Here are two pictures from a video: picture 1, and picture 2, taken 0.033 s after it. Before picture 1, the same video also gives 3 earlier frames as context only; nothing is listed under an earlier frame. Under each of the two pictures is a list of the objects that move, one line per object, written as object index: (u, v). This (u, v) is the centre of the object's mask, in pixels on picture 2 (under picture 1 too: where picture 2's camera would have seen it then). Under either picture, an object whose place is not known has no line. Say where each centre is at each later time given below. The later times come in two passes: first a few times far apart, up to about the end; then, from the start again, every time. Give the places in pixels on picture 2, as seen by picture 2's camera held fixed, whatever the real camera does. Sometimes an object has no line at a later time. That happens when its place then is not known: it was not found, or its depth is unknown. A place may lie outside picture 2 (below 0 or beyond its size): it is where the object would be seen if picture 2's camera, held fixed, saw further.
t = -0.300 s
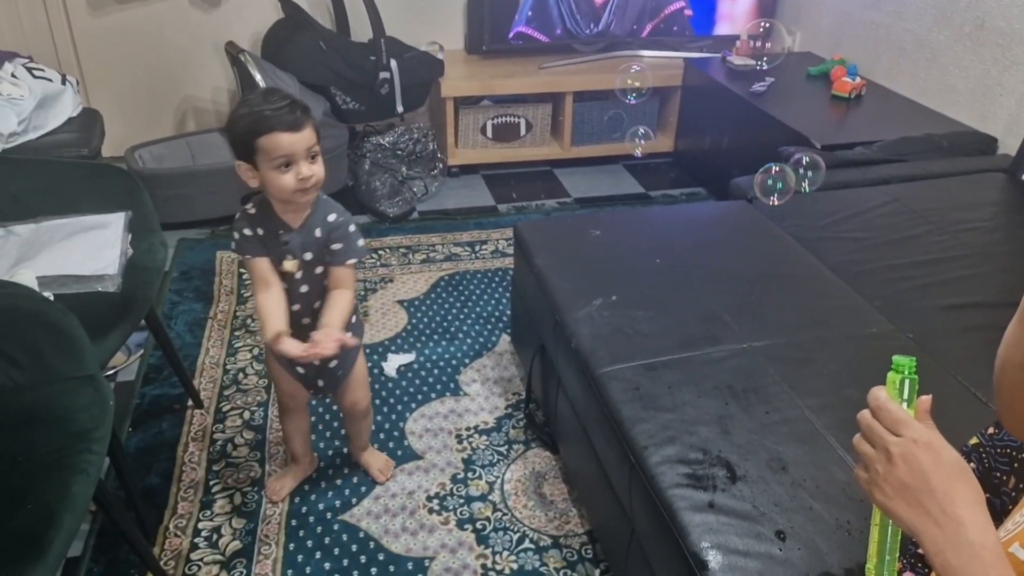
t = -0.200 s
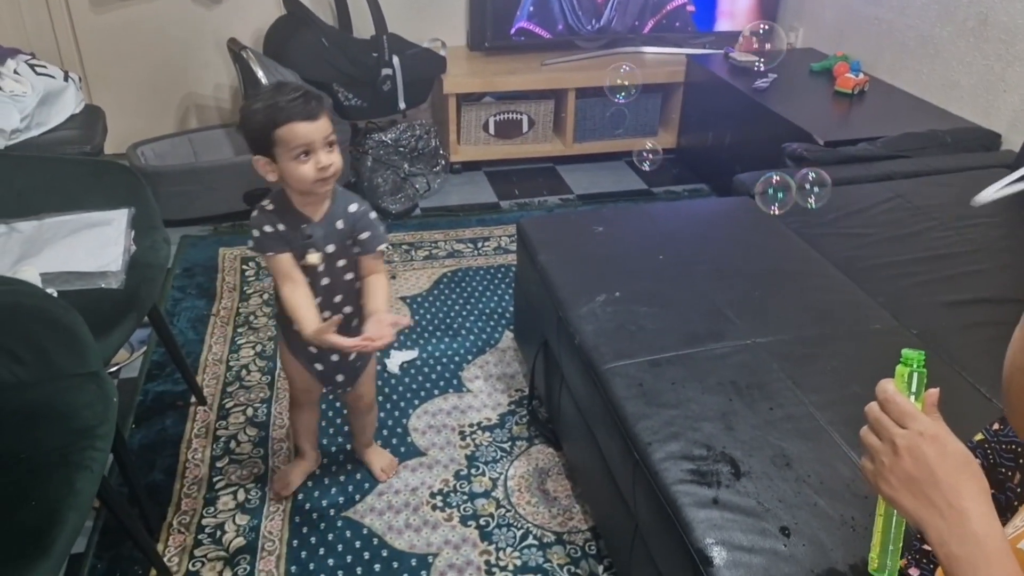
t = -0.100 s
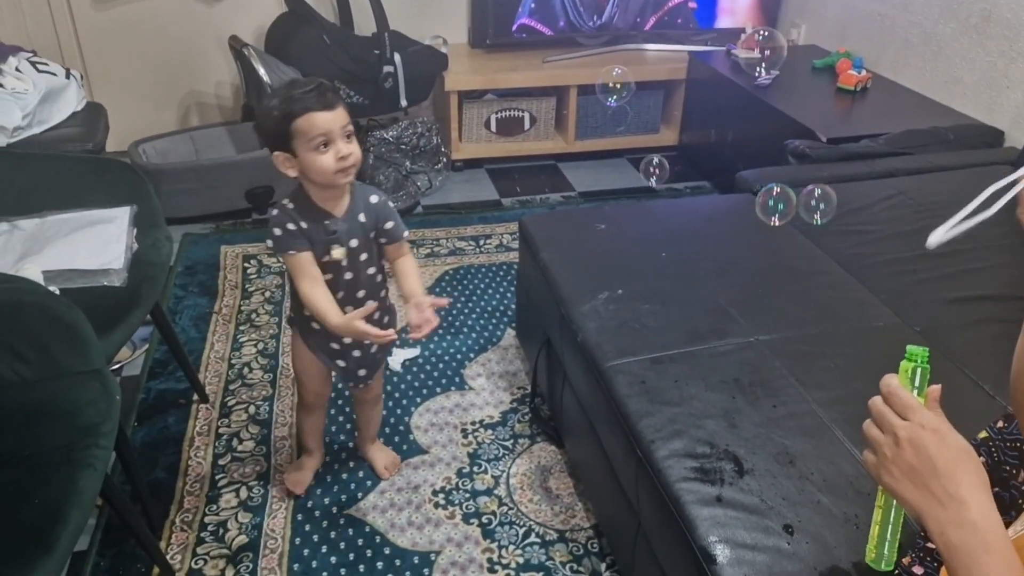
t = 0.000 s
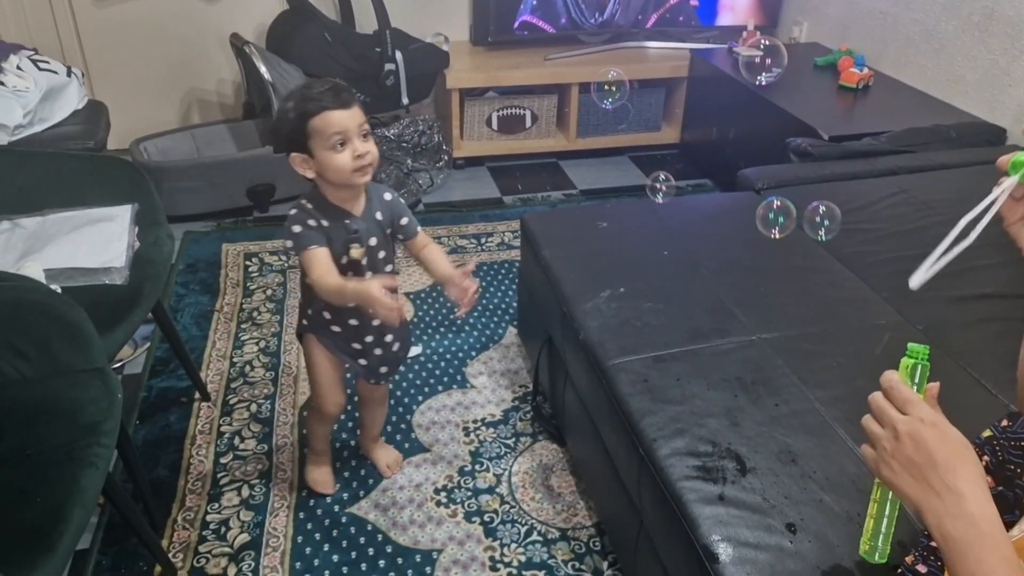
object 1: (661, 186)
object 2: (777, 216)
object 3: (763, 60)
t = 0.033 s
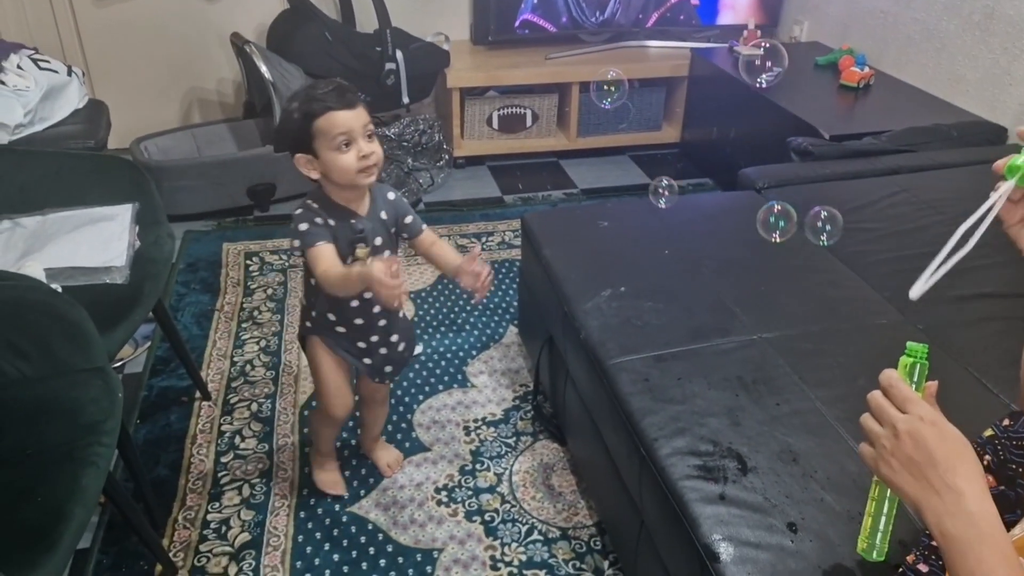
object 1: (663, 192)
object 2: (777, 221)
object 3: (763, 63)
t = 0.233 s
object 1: (676, 226)
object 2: (779, 250)
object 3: (759, 87)
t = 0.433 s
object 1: (689, 256)
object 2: (786, 277)
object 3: (753, 121)
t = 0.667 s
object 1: (703, 293)
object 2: (795, 305)
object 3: (744, 166)
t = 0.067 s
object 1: (665, 198)
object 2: (776, 226)
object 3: (763, 67)
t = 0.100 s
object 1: (667, 203)
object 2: (777, 231)
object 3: (762, 70)
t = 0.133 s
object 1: (670, 209)
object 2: (777, 235)
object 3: (762, 74)
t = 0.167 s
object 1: (672, 214)
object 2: (778, 240)
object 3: (761, 78)
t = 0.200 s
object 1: (674, 220)
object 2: (778, 245)
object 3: (760, 82)
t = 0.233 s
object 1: (676, 226)
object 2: (779, 250)
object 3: (759, 87)
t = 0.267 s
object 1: (678, 231)
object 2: (780, 255)
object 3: (758, 93)
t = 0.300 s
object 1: (680, 236)
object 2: (781, 260)
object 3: (758, 97)
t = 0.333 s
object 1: (682, 242)
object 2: (782, 265)
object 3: (756, 104)
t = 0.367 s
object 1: (685, 246)
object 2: (783, 269)
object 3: (755, 110)
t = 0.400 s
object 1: (687, 251)
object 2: (784, 273)
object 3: (754, 116)
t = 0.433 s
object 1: (689, 256)
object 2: (786, 277)
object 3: (753, 121)
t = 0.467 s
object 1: (692, 261)
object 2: (788, 281)
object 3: (752, 127)
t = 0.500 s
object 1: (694, 266)
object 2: (789, 285)
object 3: (751, 133)
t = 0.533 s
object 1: (696, 271)
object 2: (791, 289)
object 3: (749, 139)
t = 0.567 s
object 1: (698, 276)
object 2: (792, 292)
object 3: (748, 146)
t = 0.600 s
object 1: (700, 281)
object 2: (792, 297)
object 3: (746, 153)
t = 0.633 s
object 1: (702, 287)
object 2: (794, 301)
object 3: (745, 160)
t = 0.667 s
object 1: (703, 293)
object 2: (795, 305)
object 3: (744, 166)
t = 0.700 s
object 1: (705, 298)
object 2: (795, 310)
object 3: (743, 174)
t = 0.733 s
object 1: (707, 304)
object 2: (797, 314)
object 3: (741, 181)
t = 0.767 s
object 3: (741, 188)
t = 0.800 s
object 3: (740, 195)
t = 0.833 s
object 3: (740, 202)
